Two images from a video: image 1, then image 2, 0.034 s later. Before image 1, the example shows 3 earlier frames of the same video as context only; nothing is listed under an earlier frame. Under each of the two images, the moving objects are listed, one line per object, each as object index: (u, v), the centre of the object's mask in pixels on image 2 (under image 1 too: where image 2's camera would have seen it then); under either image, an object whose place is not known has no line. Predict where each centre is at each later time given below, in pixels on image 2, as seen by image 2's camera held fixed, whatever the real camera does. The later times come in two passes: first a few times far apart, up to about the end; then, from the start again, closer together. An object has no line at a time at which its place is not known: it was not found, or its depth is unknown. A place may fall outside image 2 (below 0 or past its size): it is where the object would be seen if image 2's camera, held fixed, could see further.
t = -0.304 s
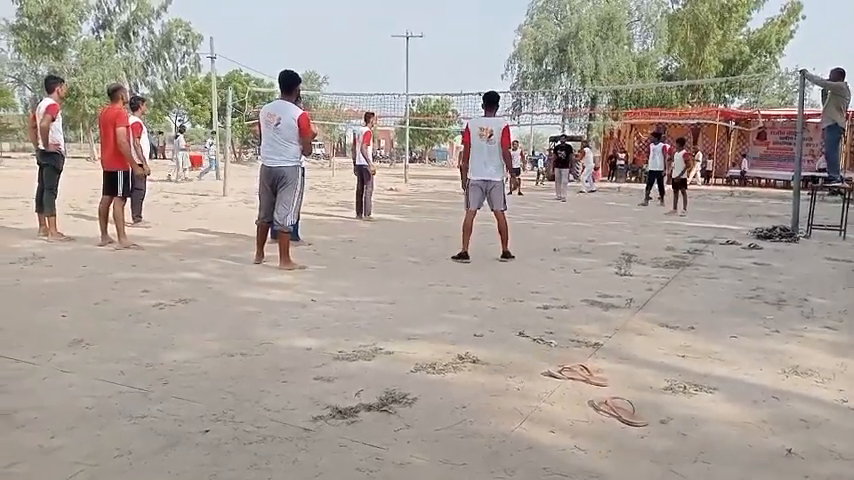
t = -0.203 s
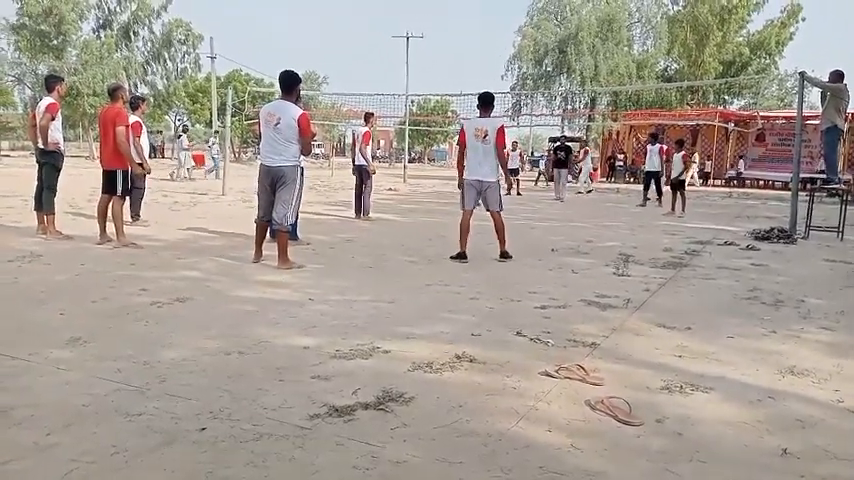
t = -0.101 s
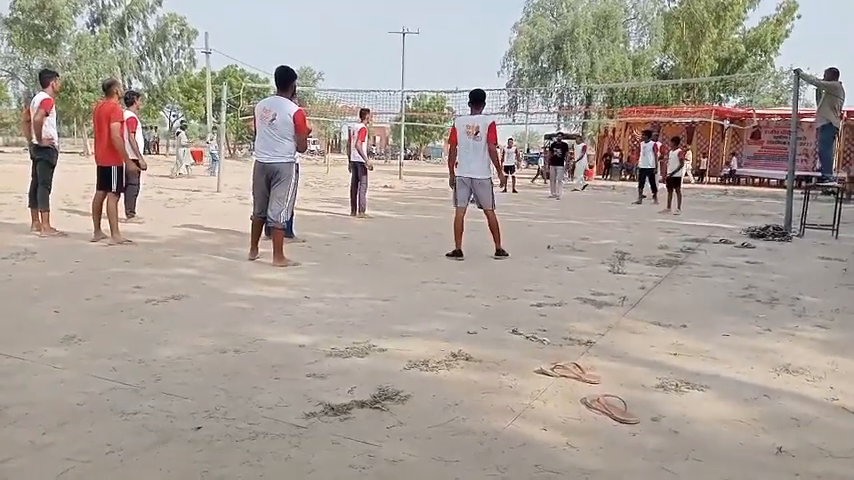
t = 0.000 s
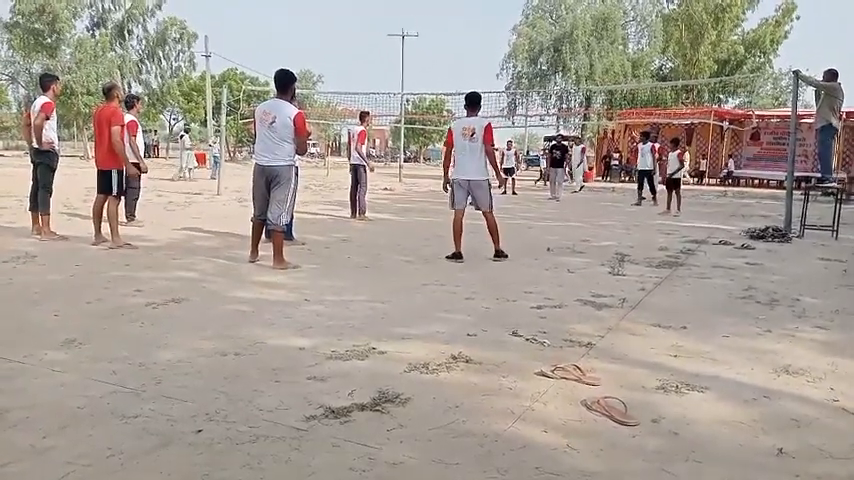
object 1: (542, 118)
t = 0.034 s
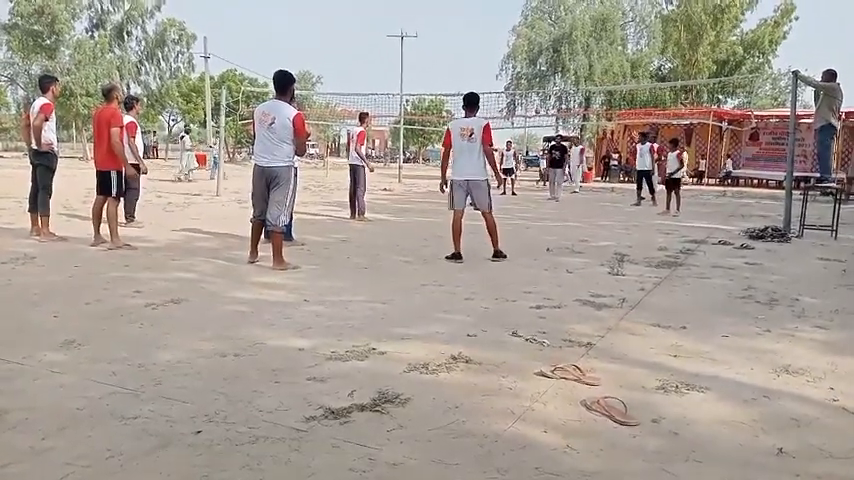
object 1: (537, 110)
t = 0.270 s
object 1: (503, 66)
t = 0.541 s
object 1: (460, 29)
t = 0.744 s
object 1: (417, 21)
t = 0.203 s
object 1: (518, 76)
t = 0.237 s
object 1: (506, 70)
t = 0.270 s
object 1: (503, 66)
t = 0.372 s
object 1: (489, 48)
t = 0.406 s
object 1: (483, 43)
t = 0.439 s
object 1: (477, 38)
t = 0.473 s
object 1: (472, 35)
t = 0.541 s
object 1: (460, 29)
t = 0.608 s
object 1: (446, 24)
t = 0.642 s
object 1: (439, 22)
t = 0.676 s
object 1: (432, 22)
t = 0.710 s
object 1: (424, 21)
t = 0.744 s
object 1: (417, 21)
